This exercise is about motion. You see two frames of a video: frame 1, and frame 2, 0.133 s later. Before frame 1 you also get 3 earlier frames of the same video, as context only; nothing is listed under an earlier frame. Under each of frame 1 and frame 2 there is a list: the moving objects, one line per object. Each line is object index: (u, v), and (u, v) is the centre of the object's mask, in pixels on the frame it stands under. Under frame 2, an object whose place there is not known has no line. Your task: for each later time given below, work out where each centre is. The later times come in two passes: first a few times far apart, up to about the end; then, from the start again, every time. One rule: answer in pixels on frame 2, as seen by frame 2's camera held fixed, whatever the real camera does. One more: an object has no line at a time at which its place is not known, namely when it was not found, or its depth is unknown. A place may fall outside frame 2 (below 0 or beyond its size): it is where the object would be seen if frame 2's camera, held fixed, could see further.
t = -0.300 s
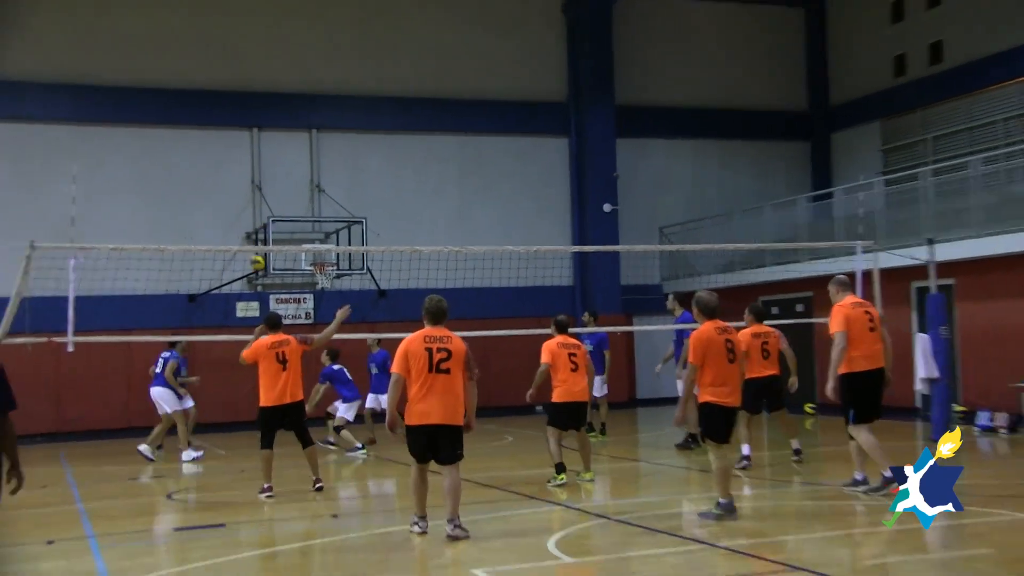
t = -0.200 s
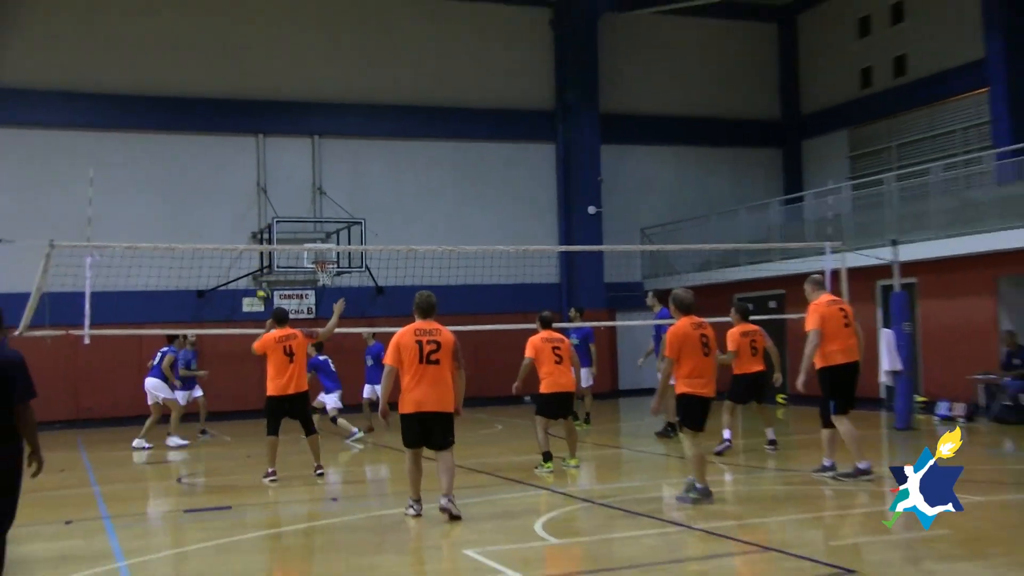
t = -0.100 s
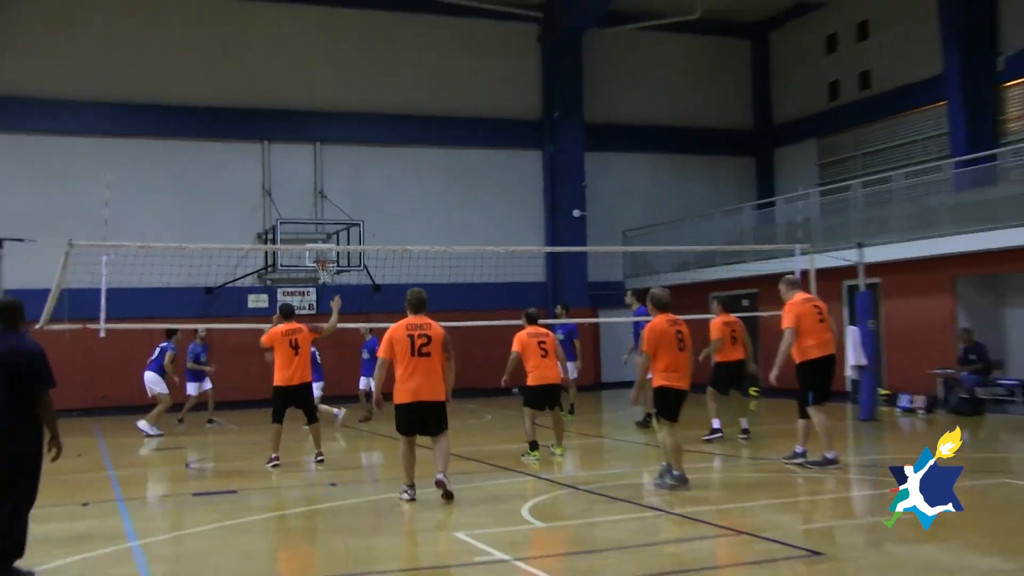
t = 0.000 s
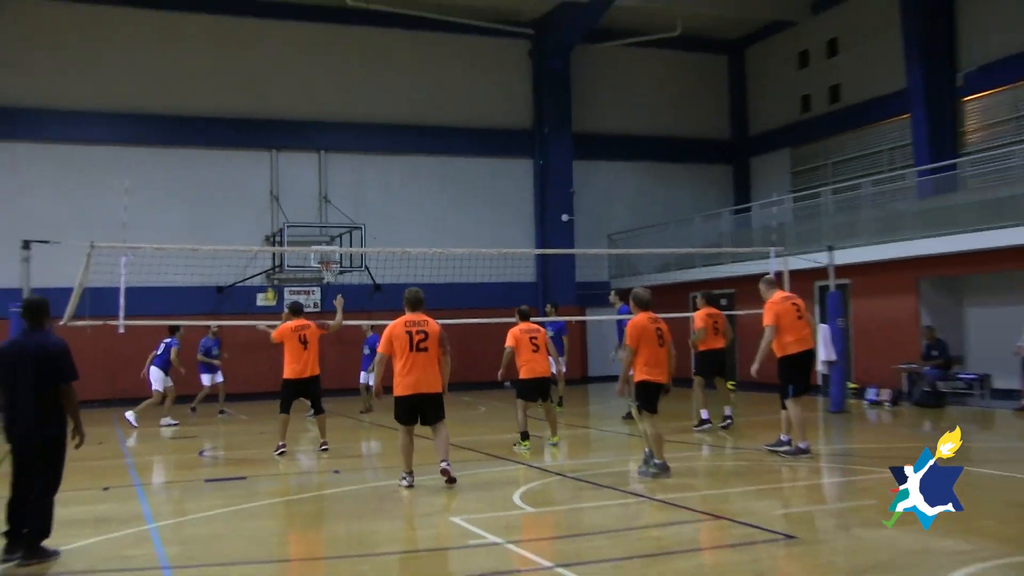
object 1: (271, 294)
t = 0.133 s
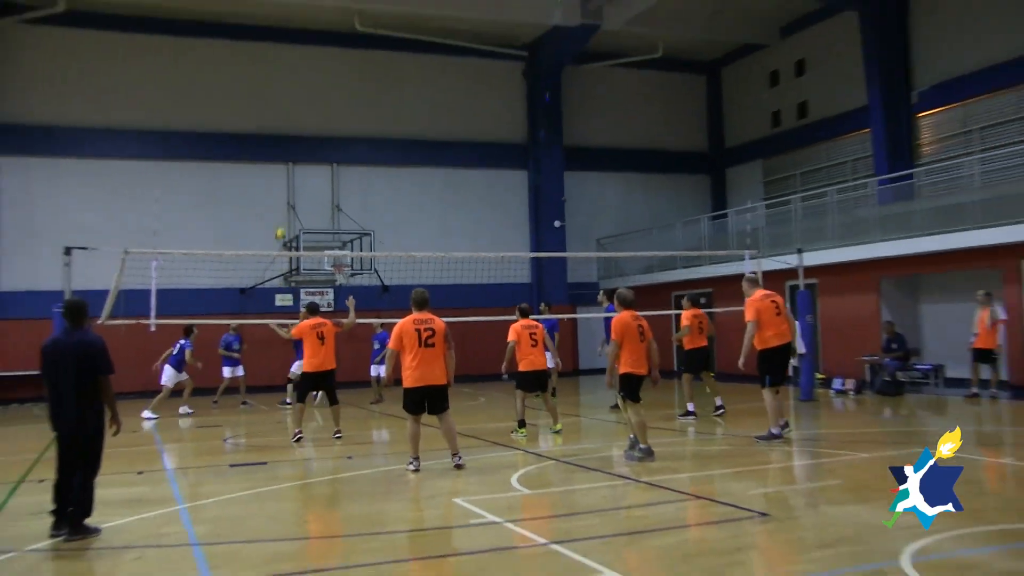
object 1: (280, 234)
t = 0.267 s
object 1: (275, 180)
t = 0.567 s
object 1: (260, 100)
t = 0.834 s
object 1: (248, 67)
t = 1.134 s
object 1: (235, 73)
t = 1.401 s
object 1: (224, 117)
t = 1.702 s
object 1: (211, 214)
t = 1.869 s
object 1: (203, 289)
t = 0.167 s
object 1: (281, 222)
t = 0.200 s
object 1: (280, 207)
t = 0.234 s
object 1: (277, 194)
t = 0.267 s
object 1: (275, 180)
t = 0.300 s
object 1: (273, 170)
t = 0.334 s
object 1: (271, 158)
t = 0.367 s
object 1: (270, 149)
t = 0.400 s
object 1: (268, 139)
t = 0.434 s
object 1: (267, 131)
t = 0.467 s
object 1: (265, 122)
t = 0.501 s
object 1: (263, 114)
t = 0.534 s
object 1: (261, 107)
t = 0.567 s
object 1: (260, 100)
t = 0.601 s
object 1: (258, 94)
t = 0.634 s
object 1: (257, 89)
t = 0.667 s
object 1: (255, 84)
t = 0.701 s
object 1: (254, 80)
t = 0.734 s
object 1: (252, 76)
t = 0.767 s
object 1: (251, 72)
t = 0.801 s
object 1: (250, 69)
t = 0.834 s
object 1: (248, 67)
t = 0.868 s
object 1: (247, 66)
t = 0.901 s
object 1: (245, 64)
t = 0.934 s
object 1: (244, 64)
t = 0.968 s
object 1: (243, 64)
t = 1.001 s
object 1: (241, 65)
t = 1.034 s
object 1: (240, 66)
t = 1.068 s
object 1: (238, 68)
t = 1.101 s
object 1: (237, 70)
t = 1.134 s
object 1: (235, 73)
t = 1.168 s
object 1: (234, 77)
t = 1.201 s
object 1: (232, 81)
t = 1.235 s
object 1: (231, 86)
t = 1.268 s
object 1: (229, 91)
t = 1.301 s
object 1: (229, 96)
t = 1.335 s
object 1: (227, 102)
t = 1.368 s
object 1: (225, 109)
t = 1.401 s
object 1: (224, 117)
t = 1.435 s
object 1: (222, 126)
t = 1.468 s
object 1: (221, 135)
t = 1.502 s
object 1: (219, 144)
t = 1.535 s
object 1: (218, 154)
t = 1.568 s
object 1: (217, 164)
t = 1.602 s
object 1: (215, 176)
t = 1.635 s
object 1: (214, 188)
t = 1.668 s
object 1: (212, 200)
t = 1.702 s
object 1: (211, 214)
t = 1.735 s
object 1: (210, 227)
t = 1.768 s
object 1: (208, 241)
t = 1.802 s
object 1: (206, 258)
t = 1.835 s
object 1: (205, 272)
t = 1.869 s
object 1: (203, 289)
